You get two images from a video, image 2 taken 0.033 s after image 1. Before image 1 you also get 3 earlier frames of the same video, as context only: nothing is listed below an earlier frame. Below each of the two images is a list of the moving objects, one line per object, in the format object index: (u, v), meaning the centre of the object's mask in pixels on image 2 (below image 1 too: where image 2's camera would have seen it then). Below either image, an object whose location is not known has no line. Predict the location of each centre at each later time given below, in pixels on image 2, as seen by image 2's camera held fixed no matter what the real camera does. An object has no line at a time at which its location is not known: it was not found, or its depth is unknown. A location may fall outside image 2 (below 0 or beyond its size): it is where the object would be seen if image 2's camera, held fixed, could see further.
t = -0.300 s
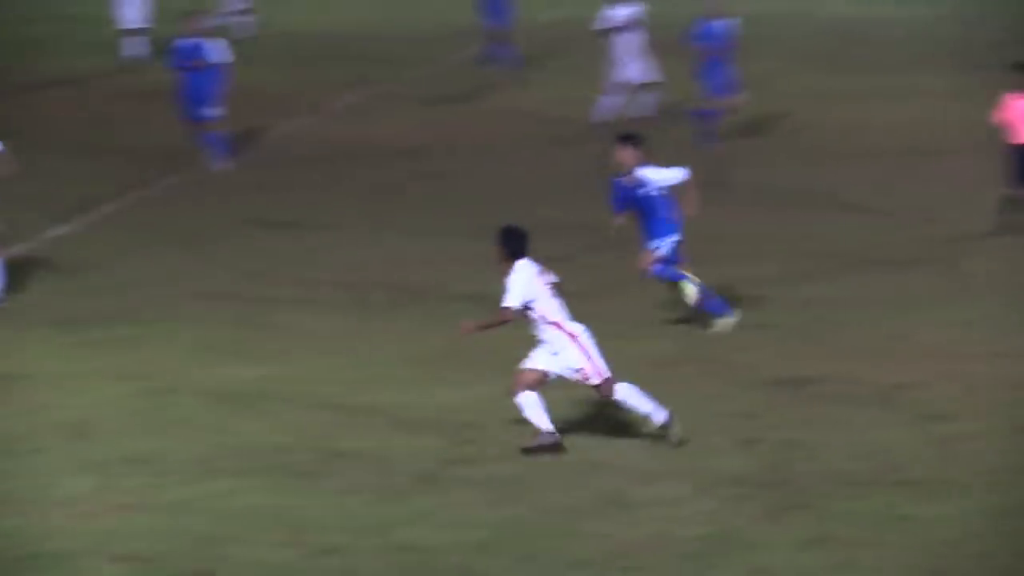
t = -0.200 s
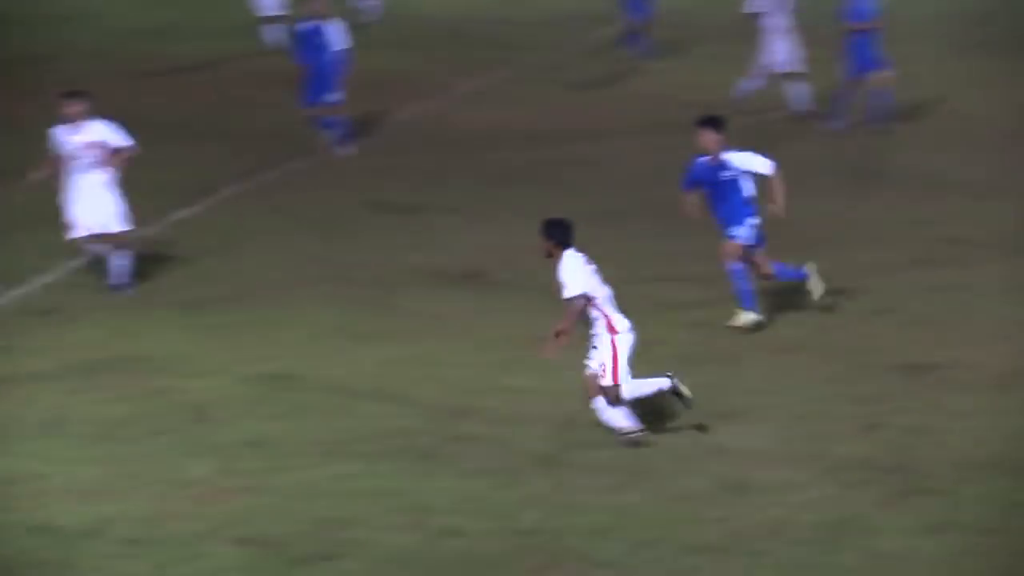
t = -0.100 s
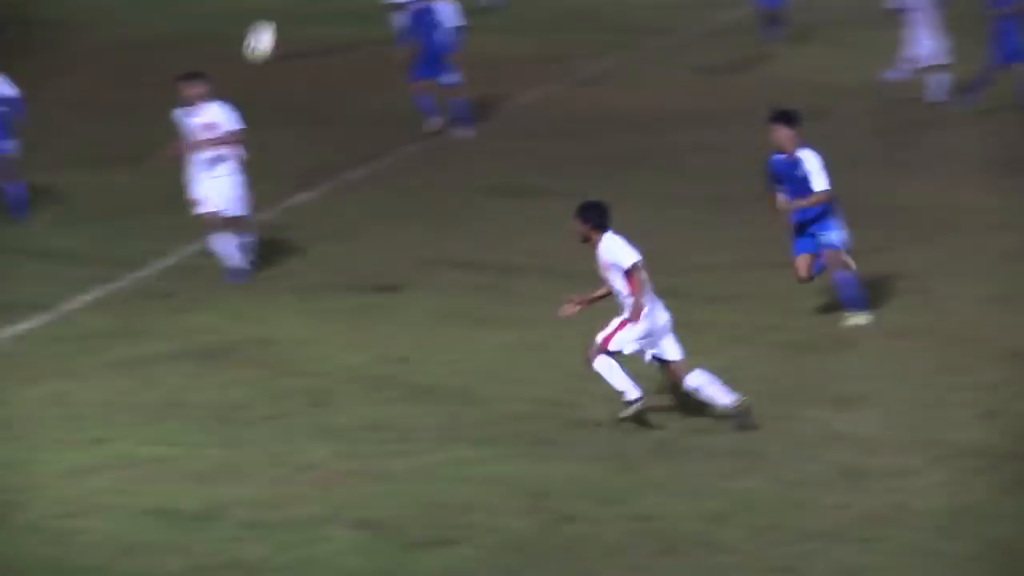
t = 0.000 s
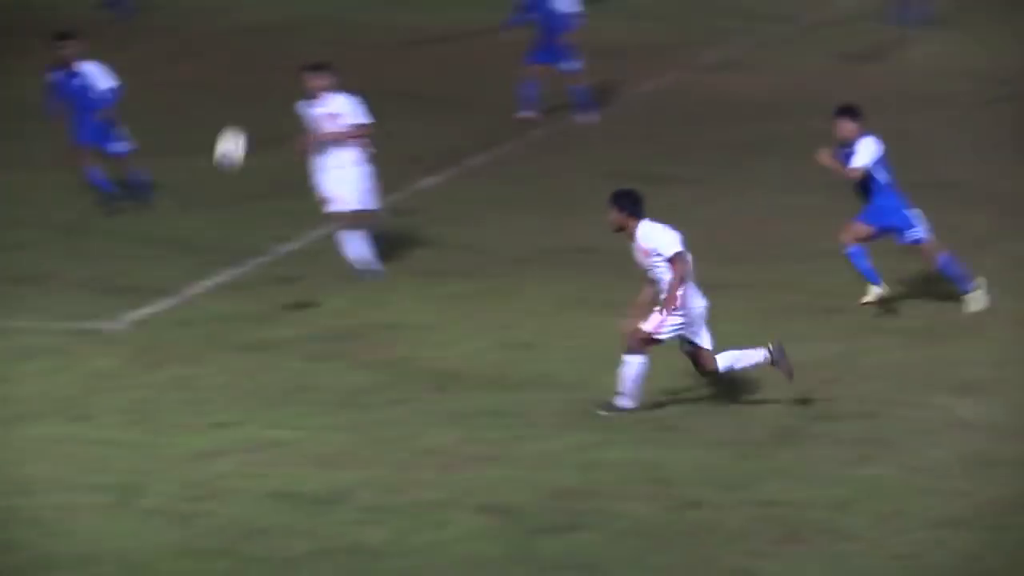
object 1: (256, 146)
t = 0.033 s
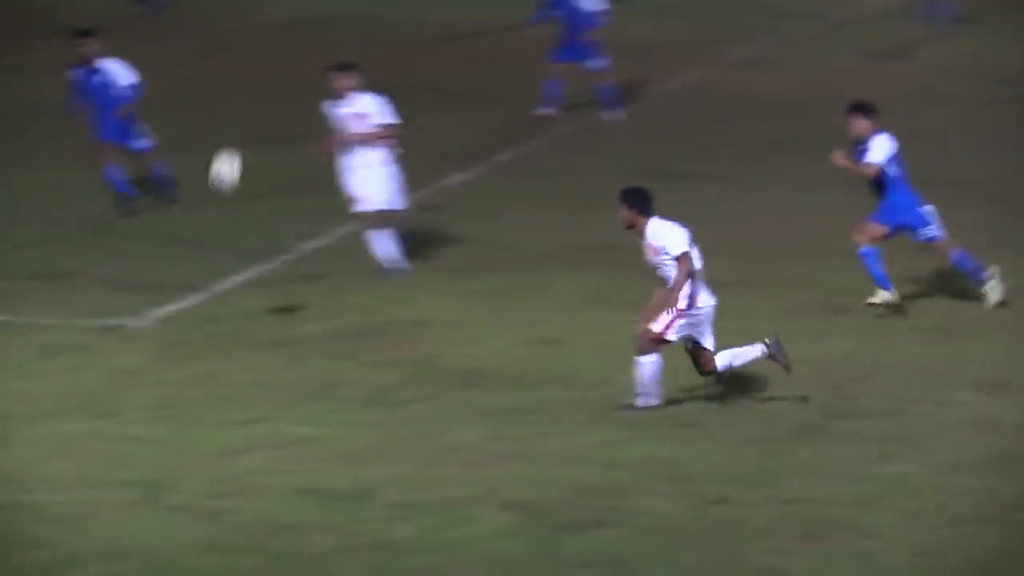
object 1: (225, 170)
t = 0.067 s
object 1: (162, 221)
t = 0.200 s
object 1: (-1, 292)
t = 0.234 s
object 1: (-10, 276)
